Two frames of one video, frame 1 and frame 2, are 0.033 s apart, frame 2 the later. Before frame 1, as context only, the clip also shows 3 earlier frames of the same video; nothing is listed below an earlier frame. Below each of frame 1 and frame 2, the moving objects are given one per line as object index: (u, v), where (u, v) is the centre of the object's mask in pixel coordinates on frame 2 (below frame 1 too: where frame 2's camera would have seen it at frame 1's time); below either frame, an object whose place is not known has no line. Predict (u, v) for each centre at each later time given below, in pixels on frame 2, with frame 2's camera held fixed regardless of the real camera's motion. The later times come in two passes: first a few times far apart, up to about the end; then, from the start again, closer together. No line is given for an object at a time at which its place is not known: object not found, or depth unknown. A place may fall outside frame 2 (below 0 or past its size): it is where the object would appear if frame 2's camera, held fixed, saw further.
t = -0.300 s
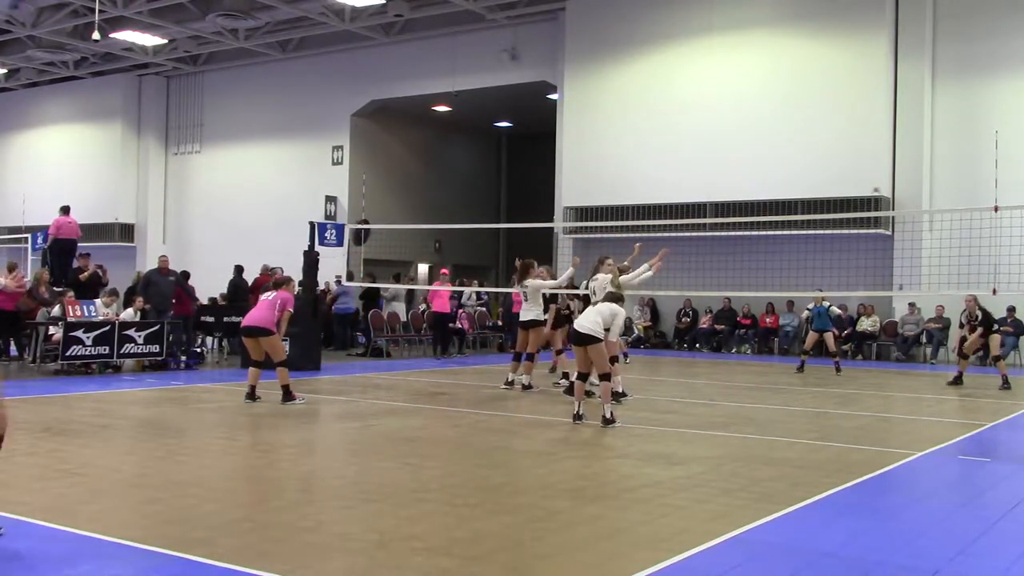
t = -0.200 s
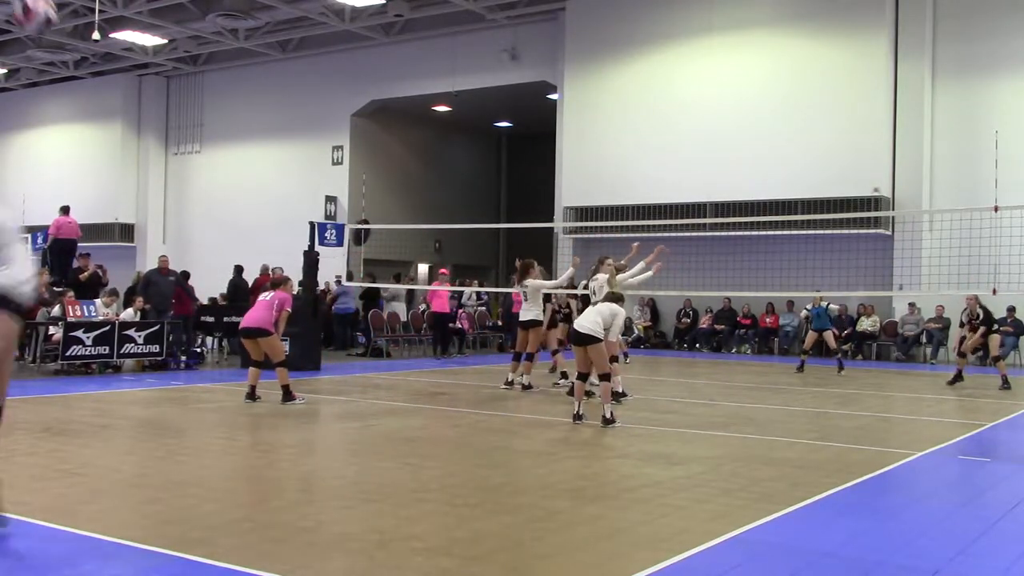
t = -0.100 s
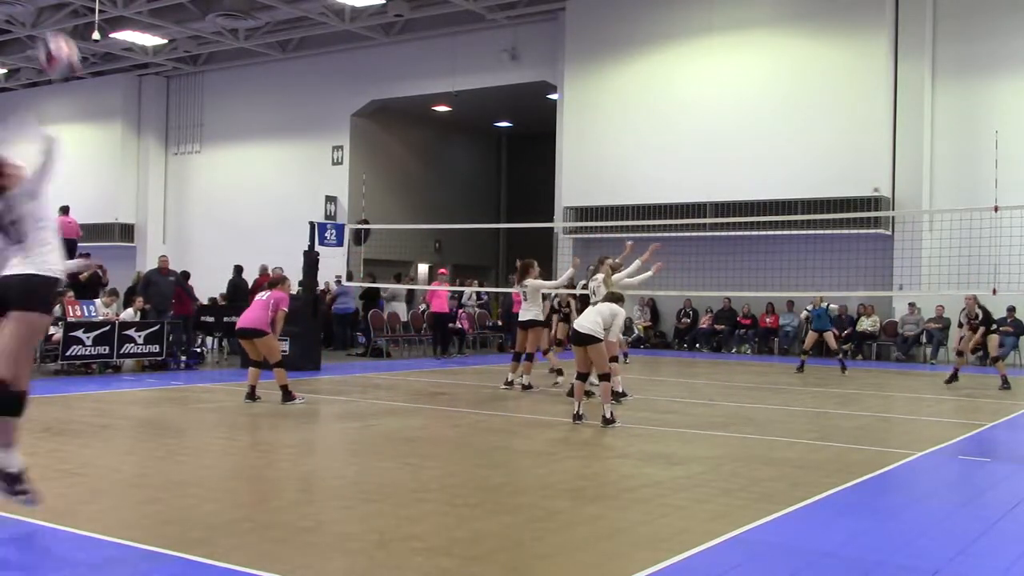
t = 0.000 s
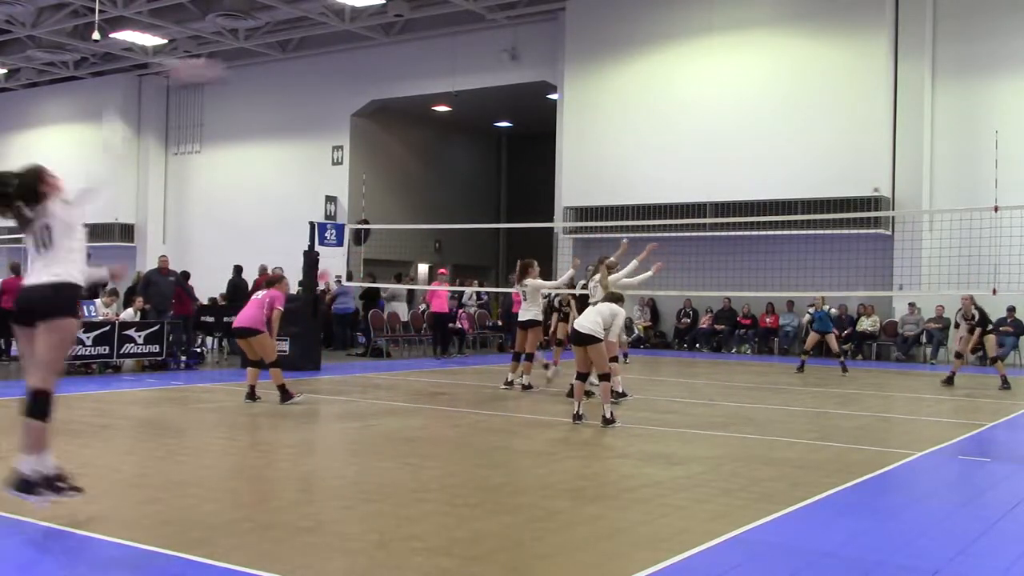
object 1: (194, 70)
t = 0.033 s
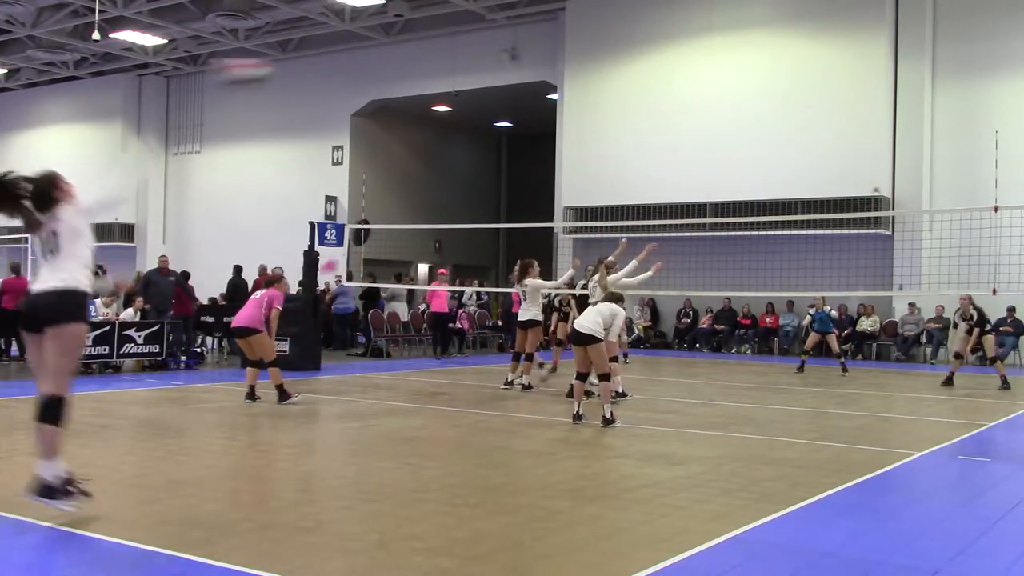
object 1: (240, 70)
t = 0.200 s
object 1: (431, 85)
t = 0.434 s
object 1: (586, 141)
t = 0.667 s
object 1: (680, 210)
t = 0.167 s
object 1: (398, 80)
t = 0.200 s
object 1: (431, 85)
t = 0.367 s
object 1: (547, 122)
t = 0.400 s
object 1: (570, 132)
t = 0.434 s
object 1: (586, 141)
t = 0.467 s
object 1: (601, 150)
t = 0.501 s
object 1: (616, 159)
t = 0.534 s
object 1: (631, 167)
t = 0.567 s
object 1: (643, 178)
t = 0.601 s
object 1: (655, 187)
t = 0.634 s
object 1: (667, 197)
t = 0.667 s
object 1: (680, 210)
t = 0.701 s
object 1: (688, 214)
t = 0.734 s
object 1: (698, 229)
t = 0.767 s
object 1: (710, 239)
